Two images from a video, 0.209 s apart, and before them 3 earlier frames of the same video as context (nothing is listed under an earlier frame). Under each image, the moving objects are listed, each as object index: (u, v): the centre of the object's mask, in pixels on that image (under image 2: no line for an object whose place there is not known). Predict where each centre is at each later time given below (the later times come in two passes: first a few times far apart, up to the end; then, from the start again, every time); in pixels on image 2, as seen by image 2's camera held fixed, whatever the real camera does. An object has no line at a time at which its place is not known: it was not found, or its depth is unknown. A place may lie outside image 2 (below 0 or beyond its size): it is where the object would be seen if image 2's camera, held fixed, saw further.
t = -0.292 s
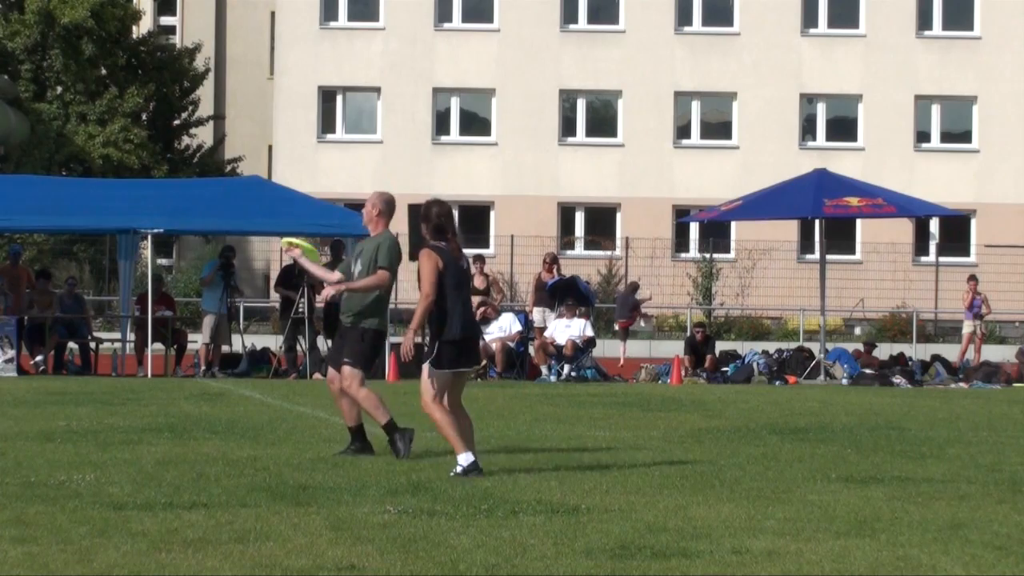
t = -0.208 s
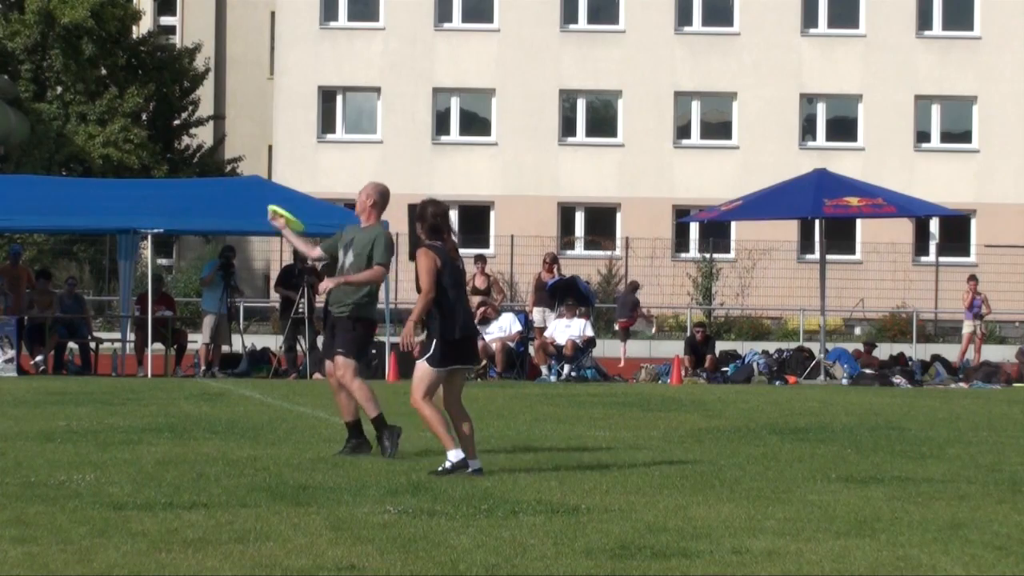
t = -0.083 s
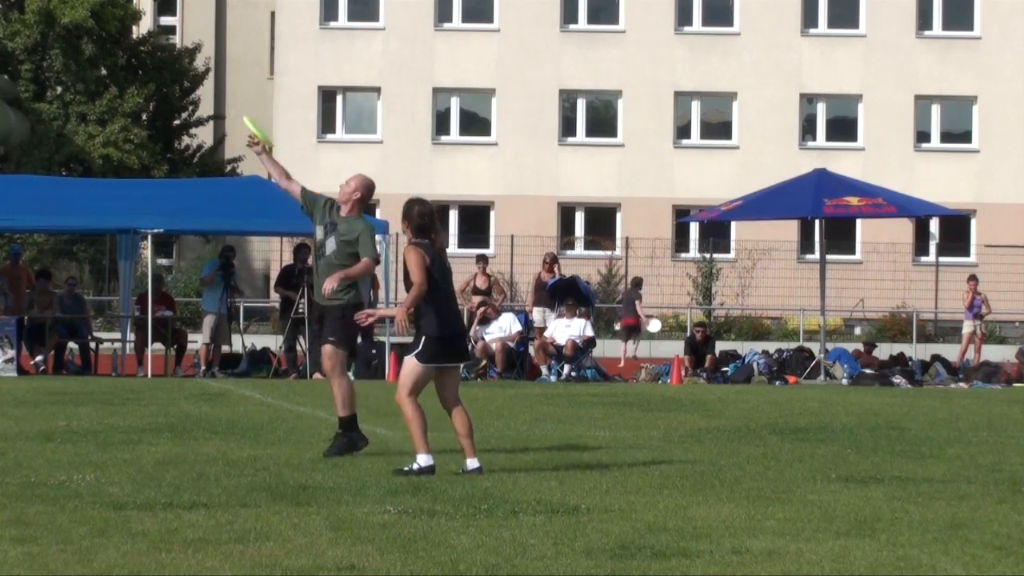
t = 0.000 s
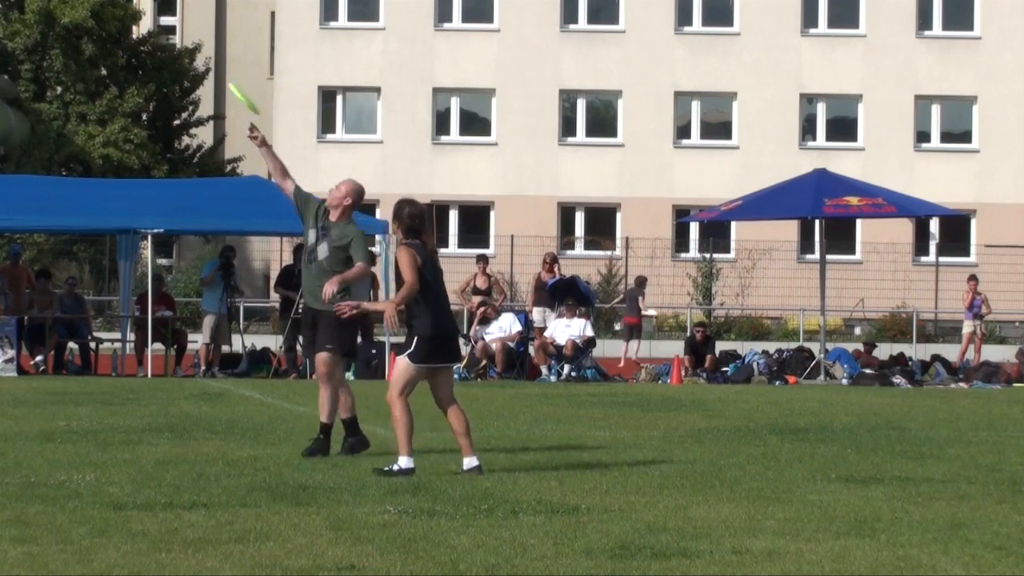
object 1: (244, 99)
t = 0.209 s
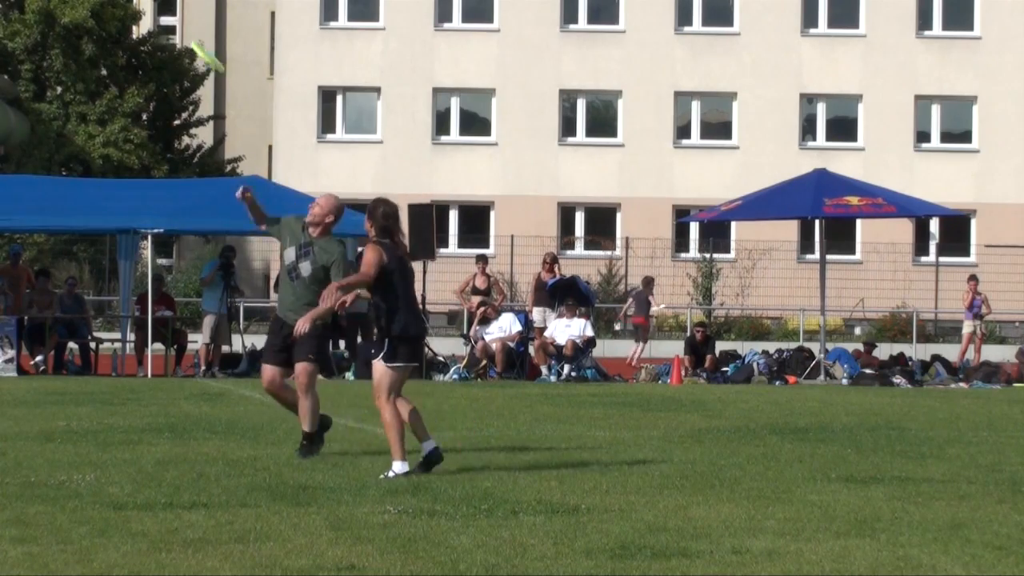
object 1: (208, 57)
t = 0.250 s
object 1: (200, 55)
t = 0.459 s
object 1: (164, 84)
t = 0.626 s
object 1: (144, 144)
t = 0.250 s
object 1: (200, 55)
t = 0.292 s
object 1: (192, 56)
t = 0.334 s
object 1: (185, 59)
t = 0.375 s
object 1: (178, 65)
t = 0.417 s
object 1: (171, 73)
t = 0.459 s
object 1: (164, 84)
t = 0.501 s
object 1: (158, 96)
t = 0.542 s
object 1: (153, 110)
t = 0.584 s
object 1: (148, 126)
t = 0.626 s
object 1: (144, 144)
